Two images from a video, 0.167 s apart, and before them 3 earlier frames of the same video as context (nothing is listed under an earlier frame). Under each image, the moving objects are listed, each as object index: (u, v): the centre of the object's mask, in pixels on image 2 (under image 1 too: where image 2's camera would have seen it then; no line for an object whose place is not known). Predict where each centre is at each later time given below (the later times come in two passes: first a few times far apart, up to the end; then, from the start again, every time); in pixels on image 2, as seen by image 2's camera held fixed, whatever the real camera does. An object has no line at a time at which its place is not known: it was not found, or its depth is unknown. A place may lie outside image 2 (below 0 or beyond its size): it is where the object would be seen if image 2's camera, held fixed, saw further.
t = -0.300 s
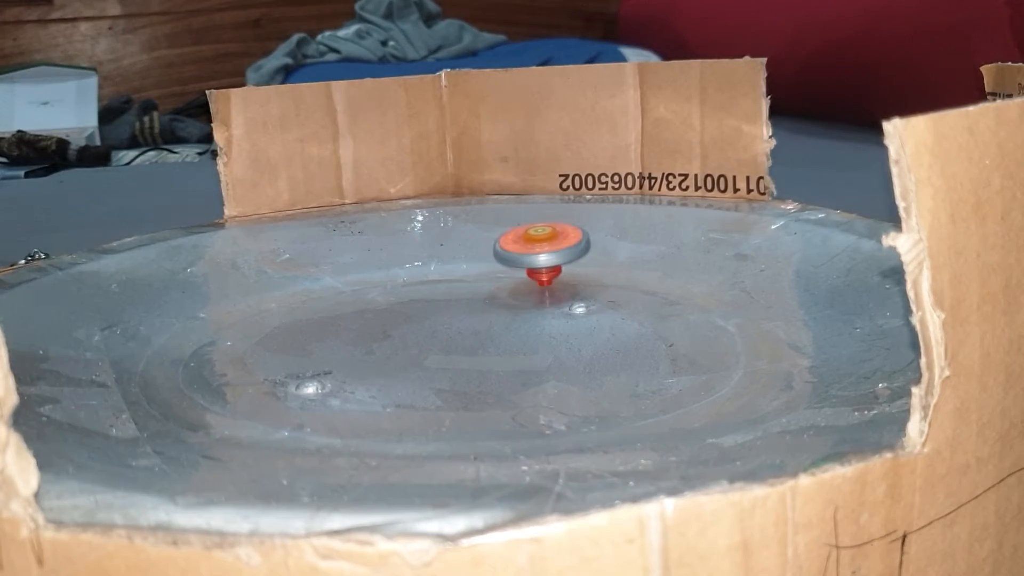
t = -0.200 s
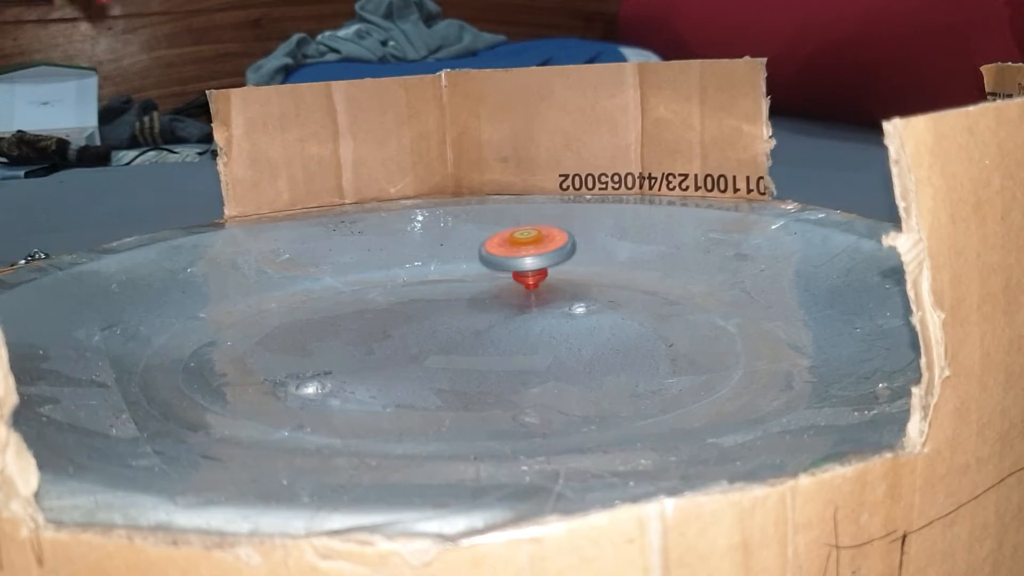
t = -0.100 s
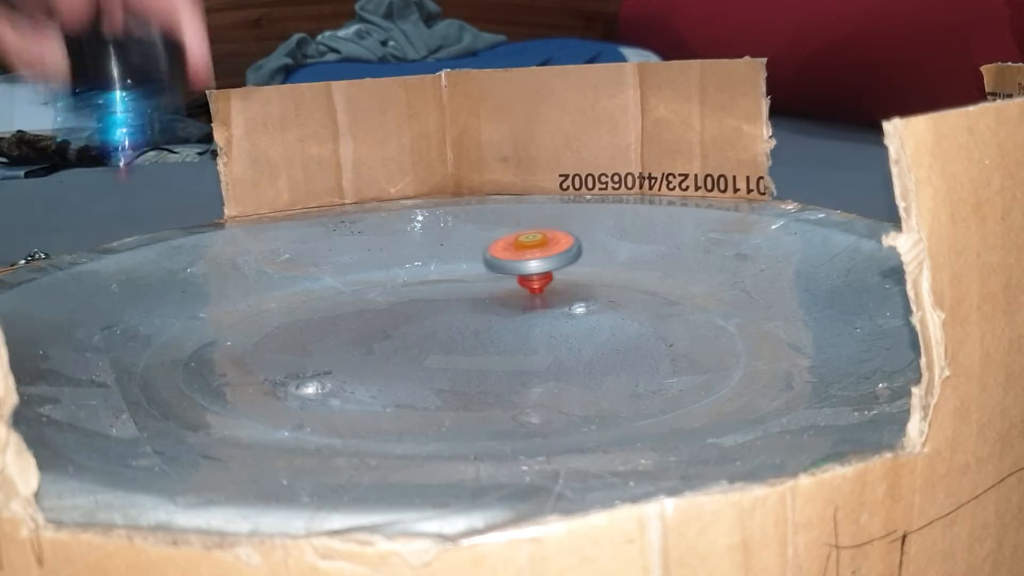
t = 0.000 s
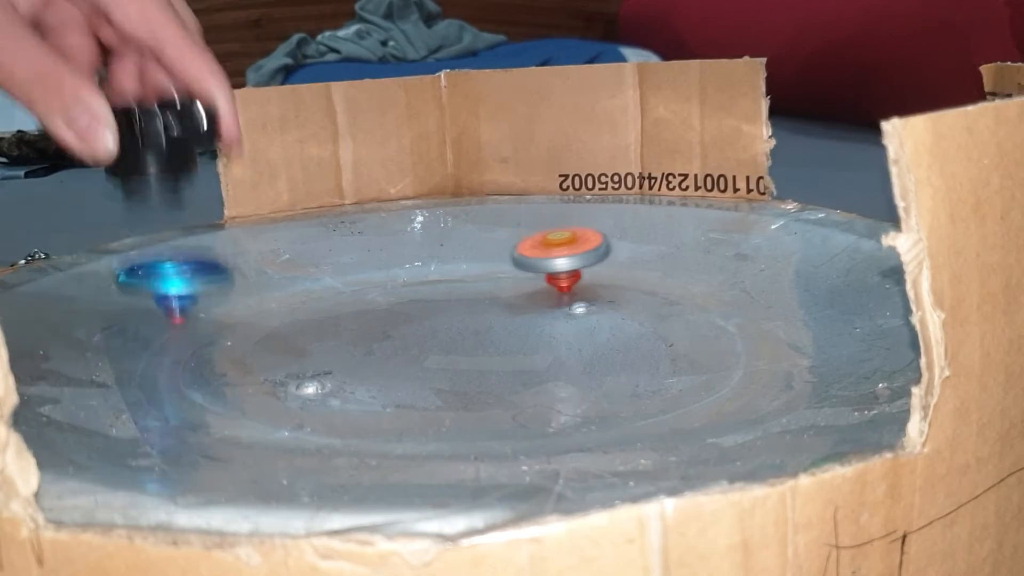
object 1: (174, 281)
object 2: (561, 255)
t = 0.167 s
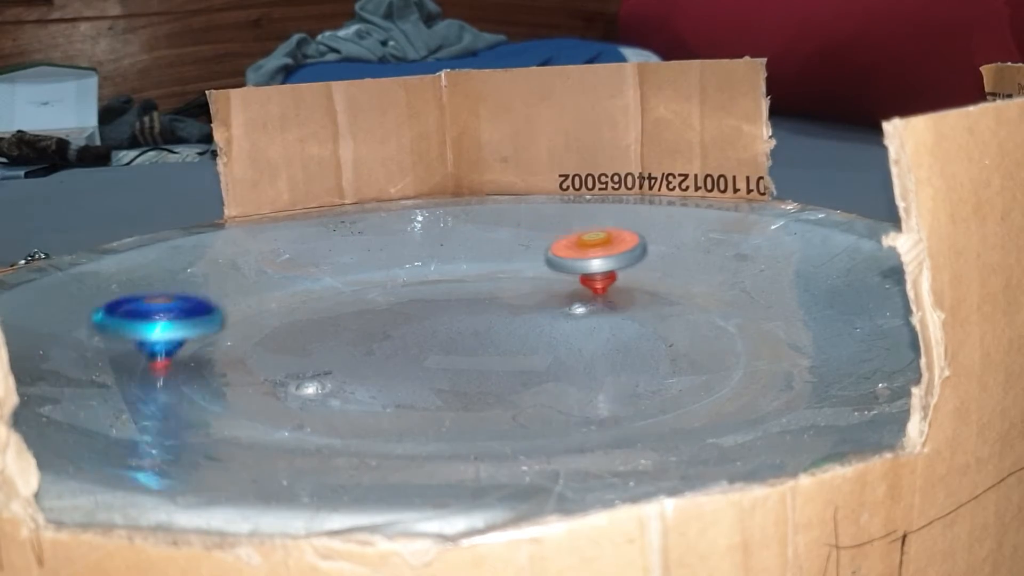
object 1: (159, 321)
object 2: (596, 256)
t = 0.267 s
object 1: (182, 364)
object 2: (617, 260)
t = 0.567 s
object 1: (802, 242)
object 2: (651, 299)
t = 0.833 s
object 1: (213, 208)
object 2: (714, 314)
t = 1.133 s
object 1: (154, 415)
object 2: (753, 309)
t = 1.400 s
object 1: (872, 295)
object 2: (696, 304)
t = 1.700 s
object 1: (489, 187)
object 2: (365, 287)
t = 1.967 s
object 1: (60, 306)
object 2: (235, 311)
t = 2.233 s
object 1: (814, 371)
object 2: (236, 329)
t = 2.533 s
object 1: (641, 190)
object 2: (331, 319)
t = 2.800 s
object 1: (114, 265)
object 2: (415, 308)
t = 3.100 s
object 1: (554, 405)
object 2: (405, 279)
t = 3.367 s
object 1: (852, 227)
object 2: (398, 264)
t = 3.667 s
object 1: (327, 229)
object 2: (401, 270)
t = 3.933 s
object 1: (267, 384)
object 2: (435, 266)
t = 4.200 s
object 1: (887, 293)
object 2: (499, 259)
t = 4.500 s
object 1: (518, 212)
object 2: (549, 251)
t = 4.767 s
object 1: (167, 318)
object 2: (567, 251)
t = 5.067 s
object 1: (758, 377)
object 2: (605, 254)
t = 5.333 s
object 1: (790, 228)
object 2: (638, 283)
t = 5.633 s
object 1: (278, 271)
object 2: (692, 320)
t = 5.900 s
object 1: (306, 389)
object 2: (766, 311)
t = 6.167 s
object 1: (869, 296)
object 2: (707, 305)
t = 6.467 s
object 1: (533, 229)
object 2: (616, 331)
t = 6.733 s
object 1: (161, 315)
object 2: (574, 351)
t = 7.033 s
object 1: (750, 365)
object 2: (576, 356)
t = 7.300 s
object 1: (755, 238)
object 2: (563, 352)
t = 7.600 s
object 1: (321, 264)
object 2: (541, 339)
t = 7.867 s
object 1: (328, 327)
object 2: (499, 319)
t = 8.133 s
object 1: (586, 367)
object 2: (508, 267)
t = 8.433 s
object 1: (679, 289)
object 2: (446, 248)
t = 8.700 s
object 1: (410, 288)
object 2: (449, 242)
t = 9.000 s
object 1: (396, 336)
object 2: (473, 244)
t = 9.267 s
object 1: (668, 319)
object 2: (507, 248)
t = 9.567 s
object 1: (501, 304)
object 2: (491, 239)
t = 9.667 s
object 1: (504, 334)
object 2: (459, 229)
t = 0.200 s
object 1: (147, 331)
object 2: (606, 257)
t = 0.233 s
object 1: (151, 346)
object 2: (612, 258)
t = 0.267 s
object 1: (182, 364)
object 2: (617, 260)
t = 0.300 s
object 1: (244, 382)
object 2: (623, 263)
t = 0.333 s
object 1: (351, 391)
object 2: (630, 266)
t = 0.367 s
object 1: (486, 396)
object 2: (636, 270)
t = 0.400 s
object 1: (635, 379)
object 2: (641, 275)
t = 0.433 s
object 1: (750, 359)
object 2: (646, 280)
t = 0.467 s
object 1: (816, 324)
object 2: (650, 285)
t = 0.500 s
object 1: (841, 292)
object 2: (651, 289)
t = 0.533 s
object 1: (834, 266)
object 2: (650, 295)
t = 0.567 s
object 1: (802, 242)
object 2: (651, 299)
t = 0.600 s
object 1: (755, 222)
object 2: (653, 305)
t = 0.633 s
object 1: (694, 208)
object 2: (658, 309)
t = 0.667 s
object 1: (623, 196)
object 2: (663, 312)
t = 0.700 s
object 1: (541, 186)
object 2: (673, 314)
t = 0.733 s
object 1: (457, 181)
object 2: (684, 316)
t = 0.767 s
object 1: (377, 181)
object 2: (695, 316)
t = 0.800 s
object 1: (303, 190)
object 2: (705, 316)
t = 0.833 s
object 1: (213, 208)
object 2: (714, 314)
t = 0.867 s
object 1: (137, 223)
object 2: (721, 314)
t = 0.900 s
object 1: (62, 242)
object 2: (727, 312)
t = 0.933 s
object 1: (28, 260)
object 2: (732, 312)
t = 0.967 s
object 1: (11, 280)
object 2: (739, 313)
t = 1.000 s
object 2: (747, 313)
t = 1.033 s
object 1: (11, 324)
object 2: (751, 313)
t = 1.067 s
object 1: (39, 357)
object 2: (754, 311)
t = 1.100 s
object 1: (78, 392)
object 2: (754, 310)
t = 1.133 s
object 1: (154, 415)
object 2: (753, 309)
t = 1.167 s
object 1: (304, 424)
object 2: (752, 308)
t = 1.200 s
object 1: (468, 425)
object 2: (749, 307)
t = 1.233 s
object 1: (615, 416)
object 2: (745, 306)
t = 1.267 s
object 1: (756, 396)
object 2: (740, 303)
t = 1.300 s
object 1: (836, 363)
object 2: (736, 304)
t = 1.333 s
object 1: (854, 355)
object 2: (736, 306)
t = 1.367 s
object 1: (855, 323)
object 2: (736, 308)
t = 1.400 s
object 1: (872, 295)
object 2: (696, 304)
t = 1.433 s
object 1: (880, 264)
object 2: (636, 294)
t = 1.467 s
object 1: (877, 236)
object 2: (587, 286)
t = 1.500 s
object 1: (864, 217)
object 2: (546, 282)
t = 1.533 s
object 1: (822, 200)
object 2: (506, 283)
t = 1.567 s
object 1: (772, 194)
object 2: (471, 283)
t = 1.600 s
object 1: (703, 189)
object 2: (437, 284)
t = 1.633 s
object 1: (630, 185)
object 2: (407, 285)
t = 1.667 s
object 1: (558, 185)
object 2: (384, 286)
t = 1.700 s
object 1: (489, 187)
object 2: (365, 287)
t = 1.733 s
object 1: (423, 194)
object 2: (349, 289)
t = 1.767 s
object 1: (357, 200)
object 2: (330, 291)
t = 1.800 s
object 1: (294, 212)
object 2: (310, 296)
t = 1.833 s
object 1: (227, 227)
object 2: (290, 299)
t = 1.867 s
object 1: (165, 245)
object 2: (276, 302)
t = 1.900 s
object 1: (107, 267)
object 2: (262, 305)
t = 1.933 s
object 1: (72, 284)
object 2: (249, 308)
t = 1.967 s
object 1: (60, 306)
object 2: (235, 311)
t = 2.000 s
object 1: (68, 329)
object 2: (225, 315)
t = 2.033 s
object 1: (102, 355)
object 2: (221, 317)
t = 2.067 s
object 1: (171, 382)
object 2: (216, 315)
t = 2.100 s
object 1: (276, 397)
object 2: (214, 322)
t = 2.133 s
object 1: (410, 406)
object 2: (216, 325)
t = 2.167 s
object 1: (544, 406)
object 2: (221, 327)
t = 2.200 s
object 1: (683, 393)
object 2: (229, 329)
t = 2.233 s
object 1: (814, 371)
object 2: (236, 329)
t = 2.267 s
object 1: (876, 349)
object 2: (244, 329)
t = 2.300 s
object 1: (899, 304)
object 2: (253, 328)
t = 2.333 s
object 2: (260, 327)
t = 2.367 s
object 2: (267, 326)
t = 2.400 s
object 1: (874, 226)
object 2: (277, 325)
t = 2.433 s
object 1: (846, 213)
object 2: (289, 323)
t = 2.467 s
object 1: (782, 201)
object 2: (303, 321)
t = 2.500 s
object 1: (708, 195)
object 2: (317, 320)
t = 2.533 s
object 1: (641, 190)
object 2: (331, 319)
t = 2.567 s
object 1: (577, 190)
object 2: (346, 319)
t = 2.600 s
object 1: (508, 192)
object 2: (362, 318)
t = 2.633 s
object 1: (443, 198)
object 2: (380, 317)
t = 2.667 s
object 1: (376, 205)
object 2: (394, 316)
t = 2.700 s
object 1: (310, 216)
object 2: (403, 314)
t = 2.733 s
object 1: (237, 230)
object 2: (409, 313)
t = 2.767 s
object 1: (173, 247)
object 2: (412, 311)
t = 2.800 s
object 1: (114, 265)
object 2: (415, 308)
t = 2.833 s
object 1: (75, 280)
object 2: (416, 305)
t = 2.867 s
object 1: (57, 297)
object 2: (414, 301)
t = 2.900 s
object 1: (59, 321)
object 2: (412, 298)
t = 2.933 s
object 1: (78, 343)
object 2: (410, 296)
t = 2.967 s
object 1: (124, 366)
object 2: (409, 293)
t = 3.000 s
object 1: (196, 386)
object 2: (408, 290)
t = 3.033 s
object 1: (299, 399)
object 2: (406, 287)
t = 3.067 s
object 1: (430, 408)
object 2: (406, 283)
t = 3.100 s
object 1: (554, 405)
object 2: (405, 279)
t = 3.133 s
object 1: (671, 394)
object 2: (405, 276)
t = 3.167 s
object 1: (788, 375)
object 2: (406, 273)
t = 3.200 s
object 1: (862, 355)
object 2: (408, 271)
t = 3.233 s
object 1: (890, 318)
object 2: (410, 269)
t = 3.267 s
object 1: (892, 284)
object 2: (410, 267)
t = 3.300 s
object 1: (883, 267)
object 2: (408, 266)
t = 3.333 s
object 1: (871, 248)
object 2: (404, 264)
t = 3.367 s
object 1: (852, 227)
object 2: (398, 264)
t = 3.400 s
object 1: (807, 210)
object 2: (393, 264)
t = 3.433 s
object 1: (749, 200)
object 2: (388, 264)
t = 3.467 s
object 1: (685, 199)
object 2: (385, 265)
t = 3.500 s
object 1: (623, 199)
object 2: (385, 267)
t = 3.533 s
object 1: (555, 200)
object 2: (386, 270)
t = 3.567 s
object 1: (492, 203)
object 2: (390, 271)
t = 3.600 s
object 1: (429, 213)
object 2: (394, 271)
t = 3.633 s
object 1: (374, 218)
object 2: (398, 270)
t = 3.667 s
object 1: (327, 229)
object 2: (401, 270)
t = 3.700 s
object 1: (279, 242)
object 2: (404, 269)
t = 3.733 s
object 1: (228, 260)
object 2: (408, 269)
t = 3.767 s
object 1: (188, 278)
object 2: (413, 268)
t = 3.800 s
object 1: (160, 296)
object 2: (417, 268)
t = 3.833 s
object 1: (144, 322)
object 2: (421, 267)
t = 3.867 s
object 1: (157, 348)
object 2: (425, 267)
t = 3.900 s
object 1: (195, 371)
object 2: (430, 267)
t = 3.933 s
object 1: (267, 384)
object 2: (435, 266)
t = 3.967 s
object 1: (368, 396)
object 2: (439, 266)
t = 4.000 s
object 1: (476, 401)
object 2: (446, 265)
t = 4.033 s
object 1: (579, 395)
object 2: (455, 264)
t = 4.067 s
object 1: (679, 385)
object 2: (466, 263)
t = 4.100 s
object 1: (777, 372)
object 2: (477, 262)
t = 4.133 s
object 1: (854, 355)
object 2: (487, 261)
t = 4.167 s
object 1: (883, 328)
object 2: (495, 259)
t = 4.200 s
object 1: (887, 293)
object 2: (499, 259)
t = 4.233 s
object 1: (882, 271)
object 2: (500, 259)
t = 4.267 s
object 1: (871, 251)
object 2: (503, 258)
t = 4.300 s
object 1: (853, 236)
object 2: (506, 258)
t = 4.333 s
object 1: (809, 218)
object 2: (511, 257)
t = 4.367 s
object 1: (752, 212)
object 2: (514, 257)
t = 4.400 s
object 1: (687, 209)
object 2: (522, 257)
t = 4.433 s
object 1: (631, 211)
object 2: (532, 255)
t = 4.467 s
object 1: (572, 210)
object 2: (543, 253)
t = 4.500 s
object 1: (518, 212)
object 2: (549, 251)
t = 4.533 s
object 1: (468, 223)
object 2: (547, 251)
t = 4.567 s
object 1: (417, 231)
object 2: (541, 253)
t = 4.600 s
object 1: (371, 241)
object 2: (536, 255)
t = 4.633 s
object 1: (321, 258)
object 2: (538, 255)
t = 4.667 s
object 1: (269, 272)
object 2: (544, 255)
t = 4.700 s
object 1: (227, 286)
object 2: (553, 254)
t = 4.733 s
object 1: (192, 301)
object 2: (561, 252)
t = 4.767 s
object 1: (167, 318)
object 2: (567, 251)
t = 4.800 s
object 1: (156, 335)
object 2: (569, 250)
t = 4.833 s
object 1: (162, 352)
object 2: (570, 249)
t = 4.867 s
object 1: (191, 371)
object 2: (573, 248)
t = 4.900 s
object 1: (256, 384)
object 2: (579, 248)
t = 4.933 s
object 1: (352, 395)
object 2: (587, 249)
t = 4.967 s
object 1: (453, 402)
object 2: (594, 250)
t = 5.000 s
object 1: (558, 401)
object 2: (599, 251)
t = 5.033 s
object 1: (662, 392)
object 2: (602, 252)
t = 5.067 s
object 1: (758, 377)
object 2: (605, 254)
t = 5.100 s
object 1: (837, 364)
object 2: (605, 256)
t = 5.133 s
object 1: (876, 343)
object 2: (605, 258)
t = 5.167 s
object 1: (888, 310)
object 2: (608, 261)
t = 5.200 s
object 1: (887, 287)
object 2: (613, 264)
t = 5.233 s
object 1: (878, 271)
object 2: (620, 267)
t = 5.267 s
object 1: (863, 255)
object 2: (627, 271)
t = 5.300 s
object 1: (836, 238)
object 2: (634, 277)
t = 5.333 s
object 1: (790, 228)
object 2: (638, 283)
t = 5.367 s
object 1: (734, 224)
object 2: (640, 290)
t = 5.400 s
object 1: (675, 222)
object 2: (640, 296)
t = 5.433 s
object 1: (619, 221)
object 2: (643, 302)
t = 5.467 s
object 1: (556, 225)
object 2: (647, 307)
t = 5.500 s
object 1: (496, 227)
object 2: (652, 312)
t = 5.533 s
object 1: (438, 234)
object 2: (659, 316)
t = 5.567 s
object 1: (379, 243)
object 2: (669, 317)
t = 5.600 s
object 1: (327, 257)
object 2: (679, 319)
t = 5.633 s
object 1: (278, 271)
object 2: (692, 320)
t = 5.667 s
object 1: (236, 283)
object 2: (706, 320)
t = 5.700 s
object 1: (200, 294)
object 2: (718, 320)
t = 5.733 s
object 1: (170, 309)
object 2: (730, 318)
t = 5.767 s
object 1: (149, 326)
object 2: (740, 319)
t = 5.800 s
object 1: (147, 342)
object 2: (751, 318)
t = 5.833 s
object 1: (171, 361)
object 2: (758, 316)
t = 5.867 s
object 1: (219, 378)
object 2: (763, 314)
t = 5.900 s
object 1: (306, 389)
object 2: (766, 311)
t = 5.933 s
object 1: (416, 395)
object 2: (765, 309)
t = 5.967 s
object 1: (524, 393)
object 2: (762, 306)
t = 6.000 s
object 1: (632, 384)
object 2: (756, 304)
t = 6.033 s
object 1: (728, 375)
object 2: (748, 299)
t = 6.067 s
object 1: (813, 361)
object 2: (738, 299)
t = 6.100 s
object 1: (859, 338)
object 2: (730, 301)
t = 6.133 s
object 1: (870, 317)
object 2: (720, 303)
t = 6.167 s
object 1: (869, 296)
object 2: (707, 305)
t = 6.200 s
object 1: (861, 279)
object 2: (695, 308)
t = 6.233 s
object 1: (847, 264)
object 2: (684, 310)
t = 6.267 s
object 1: (823, 250)
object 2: (672, 312)
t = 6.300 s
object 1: (786, 240)
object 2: (663, 315)
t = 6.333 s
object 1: (740, 233)
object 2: (654, 317)
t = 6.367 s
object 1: (690, 230)
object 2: (643, 320)
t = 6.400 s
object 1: (636, 228)
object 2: (634, 324)
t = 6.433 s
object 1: (584, 227)
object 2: (625, 327)
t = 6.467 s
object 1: (533, 229)
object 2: (616, 331)
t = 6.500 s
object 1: (482, 234)
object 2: (605, 335)
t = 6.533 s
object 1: (426, 242)
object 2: (596, 337)
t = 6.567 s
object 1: (367, 252)
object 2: (588, 340)
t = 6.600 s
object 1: (311, 263)
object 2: (582, 344)
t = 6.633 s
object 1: (261, 274)
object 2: (579, 347)
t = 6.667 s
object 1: (219, 286)
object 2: (577, 348)
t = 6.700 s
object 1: (186, 300)
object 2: (576, 350)
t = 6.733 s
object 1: (161, 315)
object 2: (574, 351)
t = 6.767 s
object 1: (149, 332)
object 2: (573, 353)
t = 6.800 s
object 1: (156, 349)
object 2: (571, 354)
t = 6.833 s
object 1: (184, 366)
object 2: (570, 355)
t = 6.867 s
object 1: (234, 381)
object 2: (573, 355)
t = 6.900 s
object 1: (328, 390)
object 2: (576, 357)
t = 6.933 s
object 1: (429, 396)
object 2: (577, 357)
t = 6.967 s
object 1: (537, 392)
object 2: (587, 342)
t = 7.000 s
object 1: (658, 377)
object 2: (563, 353)
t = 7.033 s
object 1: (750, 365)
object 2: (576, 356)
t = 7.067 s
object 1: (818, 347)
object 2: (576, 356)
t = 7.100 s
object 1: (848, 326)
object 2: (573, 356)
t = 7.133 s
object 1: (856, 305)
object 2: (571, 355)
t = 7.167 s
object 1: (852, 287)
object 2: (569, 354)
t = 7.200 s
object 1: (842, 272)
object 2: (568, 353)
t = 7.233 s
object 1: (824, 259)
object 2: (567, 353)
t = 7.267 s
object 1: (795, 246)
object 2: (564, 352)
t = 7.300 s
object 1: (755, 238)
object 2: (563, 352)
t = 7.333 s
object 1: (714, 232)
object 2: (560, 351)
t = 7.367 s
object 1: (667, 230)
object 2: (558, 350)
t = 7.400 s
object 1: (622, 228)
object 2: (556, 350)
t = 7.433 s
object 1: (573, 228)
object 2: (554, 349)
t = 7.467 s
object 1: (524, 231)
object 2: (550, 347)
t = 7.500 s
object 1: (475, 237)
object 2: (546, 345)
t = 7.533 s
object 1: (421, 246)
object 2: (544, 343)
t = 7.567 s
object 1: (367, 254)
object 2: (543, 341)
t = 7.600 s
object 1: (321, 264)
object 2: (541, 339)
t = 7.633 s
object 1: (282, 273)
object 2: (537, 336)
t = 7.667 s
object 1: (252, 284)
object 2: (533, 333)
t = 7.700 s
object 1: (234, 295)
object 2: (530, 331)
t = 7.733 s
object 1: (222, 308)
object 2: (525, 329)
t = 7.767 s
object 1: (223, 319)
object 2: (520, 326)
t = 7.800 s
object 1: (241, 329)
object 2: (513, 324)
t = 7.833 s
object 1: (275, 334)
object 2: (506, 322)
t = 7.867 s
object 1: (328, 327)
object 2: (499, 319)
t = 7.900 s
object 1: (384, 325)
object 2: (501, 314)
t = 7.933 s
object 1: (407, 331)
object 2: (520, 303)
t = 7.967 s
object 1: (432, 338)
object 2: (525, 295)
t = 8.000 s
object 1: (457, 347)
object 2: (522, 289)
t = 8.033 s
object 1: (482, 356)
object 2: (515, 282)
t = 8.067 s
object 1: (512, 362)
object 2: (511, 277)
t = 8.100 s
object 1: (547, 367)
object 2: (508, 272)
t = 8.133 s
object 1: (586, 367)
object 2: (508, 267)
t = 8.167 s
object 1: (628, 364)
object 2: (510, 263)
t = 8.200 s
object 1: (667, 357)
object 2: (510, 259)
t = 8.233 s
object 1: (700, 345)
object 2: (509, 255)
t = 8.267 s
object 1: (718, 334)
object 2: (503, 252)
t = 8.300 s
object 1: (724, 324)
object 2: (493, 250)
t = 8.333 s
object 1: (728, 315)
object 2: (479, 249)
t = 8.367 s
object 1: (723, 305)
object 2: (465, 249)
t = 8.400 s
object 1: (705, 296)
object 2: (453, 249)
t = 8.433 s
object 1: (679, 289)
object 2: (446, 248)
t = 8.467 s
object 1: (648, 285)
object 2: (443, 247)
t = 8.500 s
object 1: (614, 282)
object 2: (445, 246)
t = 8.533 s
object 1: (585, 282)
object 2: (449, 245)
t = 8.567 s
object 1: (552, 285)
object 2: (448, 244)
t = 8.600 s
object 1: (512, 288)
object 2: (446, 245)
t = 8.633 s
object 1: (475, 287)
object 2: (445, 242)
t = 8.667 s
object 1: (441, 286)
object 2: (448, 240)
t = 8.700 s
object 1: (410, 288)
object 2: (449, 242)
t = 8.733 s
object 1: (382, 290)
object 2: (446, 245)
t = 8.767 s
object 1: (358, 294)
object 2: (448, 245)
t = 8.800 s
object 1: (337, 299)
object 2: (453, 244)
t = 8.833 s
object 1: (322, 305)
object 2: (458, 244)
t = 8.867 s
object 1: (313, 313)
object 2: (462, 244)
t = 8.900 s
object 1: (314, 319)
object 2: (467, 244)
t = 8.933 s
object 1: (327, 324)
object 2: (472, 244)
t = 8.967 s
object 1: (357, 328)
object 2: (473, 244)
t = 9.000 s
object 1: (396, 336)
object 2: (473, 244)
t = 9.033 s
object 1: (438, 346)
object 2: (473, 244)
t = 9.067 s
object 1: (482, 354)
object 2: (474, 245)
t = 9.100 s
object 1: (523, 356)
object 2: (479, 245)
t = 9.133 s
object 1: (559, 354)
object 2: (484, 245)
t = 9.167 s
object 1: (593, 350)
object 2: (489, 245)
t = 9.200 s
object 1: (633, 341)
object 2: (496, 245)
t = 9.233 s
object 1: (658, 330)
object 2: (503, 246)
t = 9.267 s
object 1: (668, 319)
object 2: (507, 248)
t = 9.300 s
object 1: (673, 308)
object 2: (505, 251)
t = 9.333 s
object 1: (663, 299)
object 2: (500, 254)
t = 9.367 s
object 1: (646, 294)
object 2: (498, 256)
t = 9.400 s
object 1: (625, 288)
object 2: (498, 257)
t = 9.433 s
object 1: (601, 286)
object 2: (497, 257)
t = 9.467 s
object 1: (572, 285)
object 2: (498, 258)
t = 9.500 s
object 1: (541, 284)
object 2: (497, 252)
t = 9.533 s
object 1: (521, 292)
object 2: (497, 244)
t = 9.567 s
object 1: (501, 304)
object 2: (491, 239)
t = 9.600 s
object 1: (492, 315)
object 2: (481, 229)
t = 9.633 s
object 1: (494, 324)
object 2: (470, 227)
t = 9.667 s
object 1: (504, 334)
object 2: (459, 229)
